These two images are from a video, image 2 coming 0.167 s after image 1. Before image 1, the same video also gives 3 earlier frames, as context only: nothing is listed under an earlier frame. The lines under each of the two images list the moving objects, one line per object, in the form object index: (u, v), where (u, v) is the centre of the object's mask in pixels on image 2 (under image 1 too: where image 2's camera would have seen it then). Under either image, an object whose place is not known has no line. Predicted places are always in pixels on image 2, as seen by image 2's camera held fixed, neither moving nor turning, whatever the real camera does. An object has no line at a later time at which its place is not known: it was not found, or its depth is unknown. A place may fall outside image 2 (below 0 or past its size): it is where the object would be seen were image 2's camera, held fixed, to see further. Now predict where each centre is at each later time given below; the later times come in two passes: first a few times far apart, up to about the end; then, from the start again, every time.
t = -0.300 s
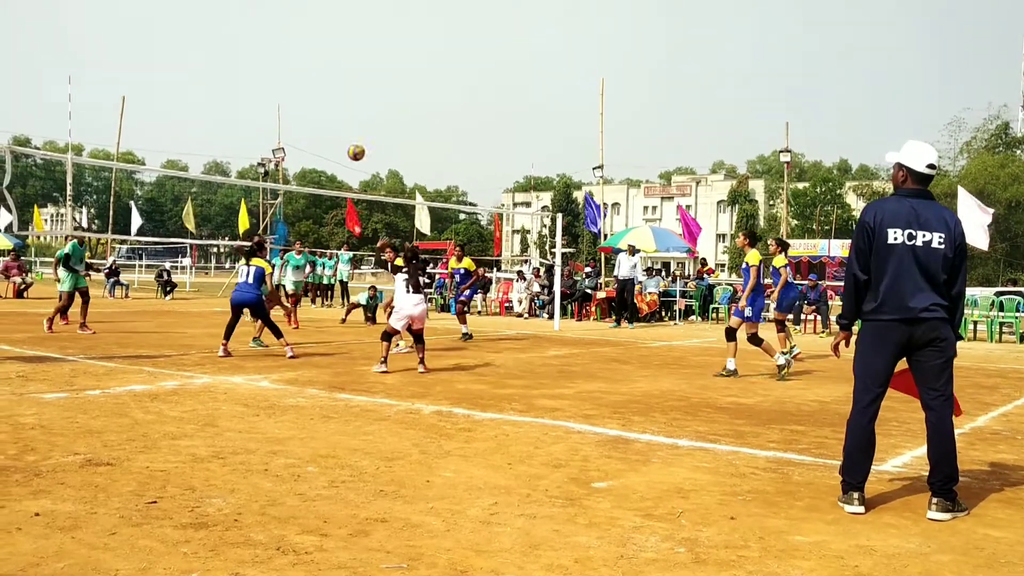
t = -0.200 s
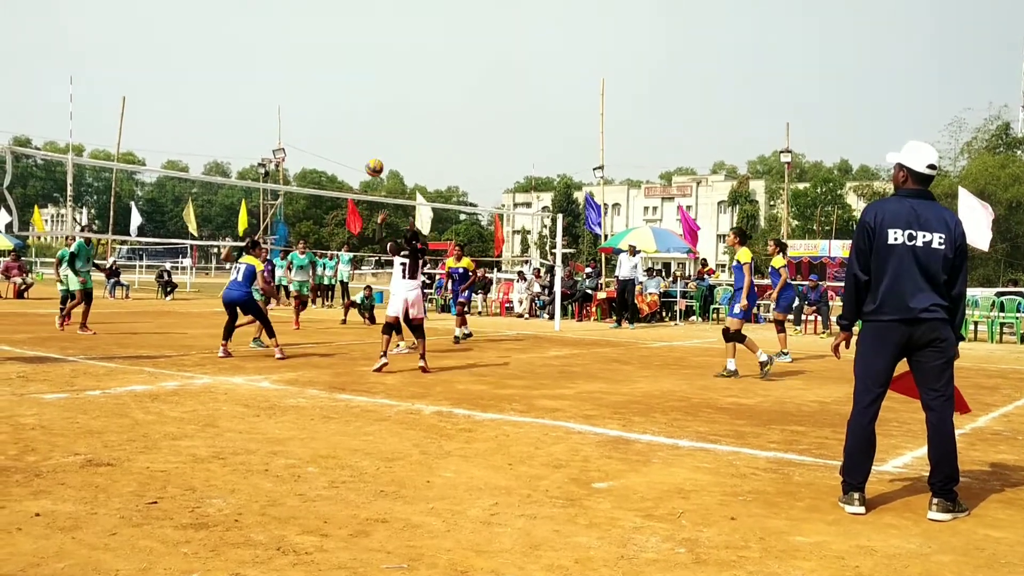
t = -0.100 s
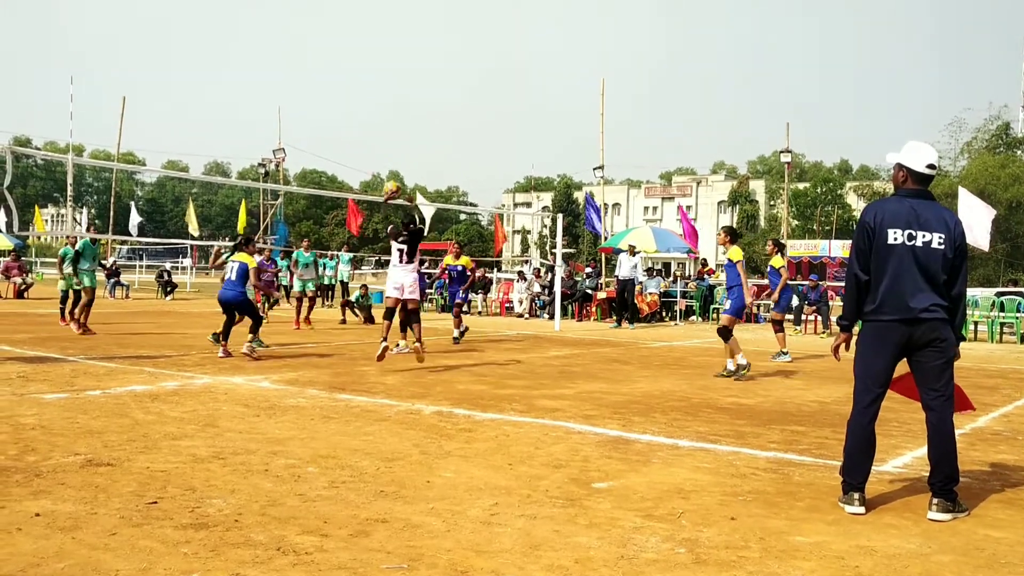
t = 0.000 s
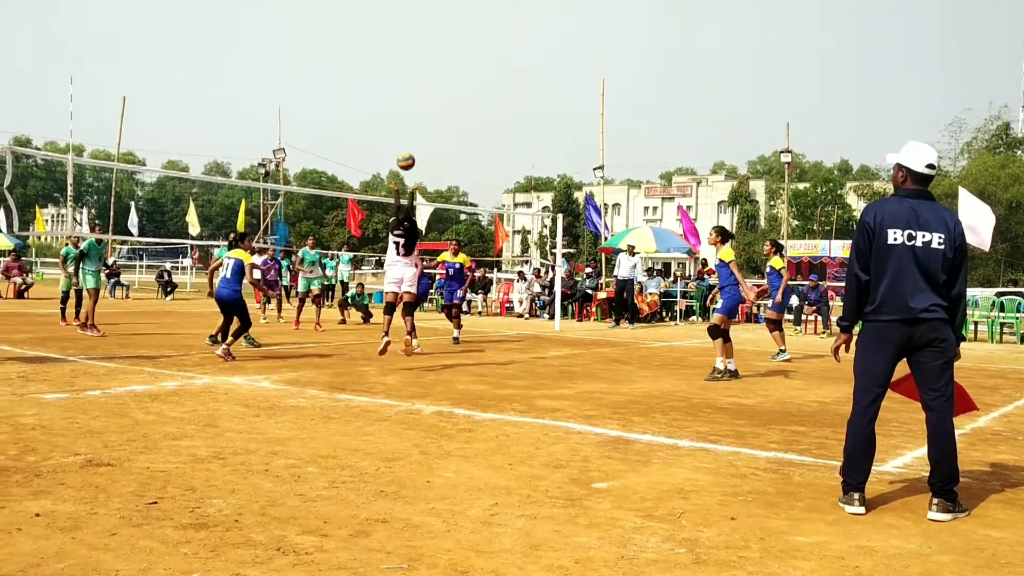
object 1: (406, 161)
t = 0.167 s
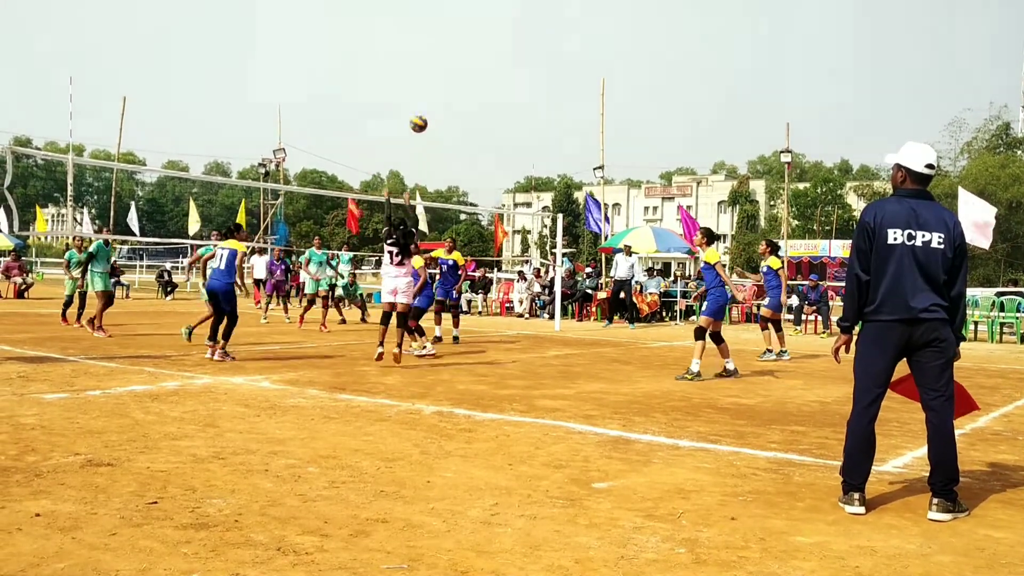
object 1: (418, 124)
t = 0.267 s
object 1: (425, 113)
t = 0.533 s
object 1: (439, 123)
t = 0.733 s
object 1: (449, 164)
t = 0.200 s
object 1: (421, 119)
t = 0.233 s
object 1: (423, 116)
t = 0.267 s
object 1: (425, 113)
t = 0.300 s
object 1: (427, 111)
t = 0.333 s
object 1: (428, 111)
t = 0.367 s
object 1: (430, 111)
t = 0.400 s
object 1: (432, 112)
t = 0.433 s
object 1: (434, 113)
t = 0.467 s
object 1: (436, 116)
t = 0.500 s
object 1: (438, 119)
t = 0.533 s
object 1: (439, 123)
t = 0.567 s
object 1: (441, 128)
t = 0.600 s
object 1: (443, 134)
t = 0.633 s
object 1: (444, 141)
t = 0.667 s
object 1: (446, 148)
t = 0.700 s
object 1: (448, 156)
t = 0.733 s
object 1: (449, 164)
